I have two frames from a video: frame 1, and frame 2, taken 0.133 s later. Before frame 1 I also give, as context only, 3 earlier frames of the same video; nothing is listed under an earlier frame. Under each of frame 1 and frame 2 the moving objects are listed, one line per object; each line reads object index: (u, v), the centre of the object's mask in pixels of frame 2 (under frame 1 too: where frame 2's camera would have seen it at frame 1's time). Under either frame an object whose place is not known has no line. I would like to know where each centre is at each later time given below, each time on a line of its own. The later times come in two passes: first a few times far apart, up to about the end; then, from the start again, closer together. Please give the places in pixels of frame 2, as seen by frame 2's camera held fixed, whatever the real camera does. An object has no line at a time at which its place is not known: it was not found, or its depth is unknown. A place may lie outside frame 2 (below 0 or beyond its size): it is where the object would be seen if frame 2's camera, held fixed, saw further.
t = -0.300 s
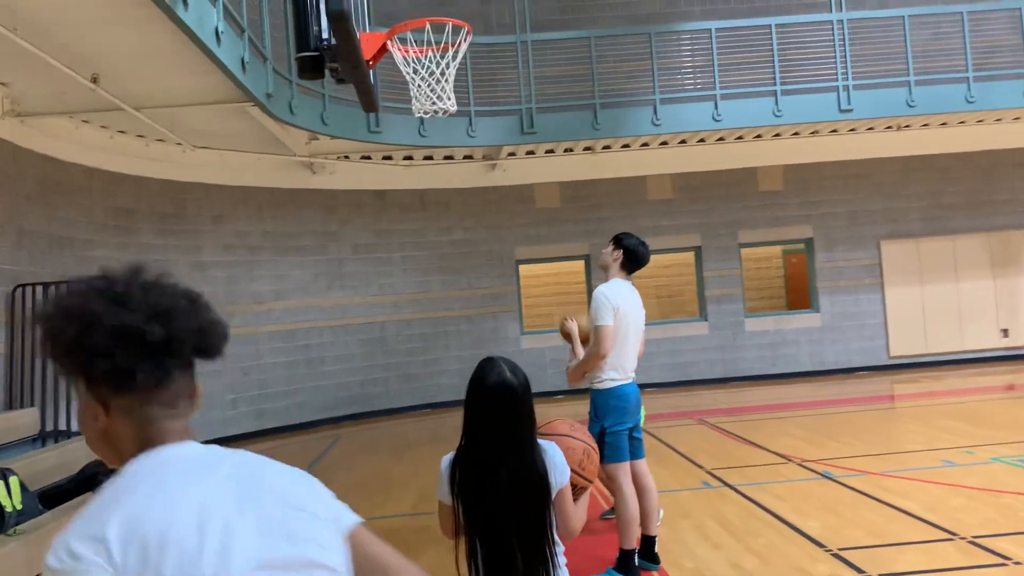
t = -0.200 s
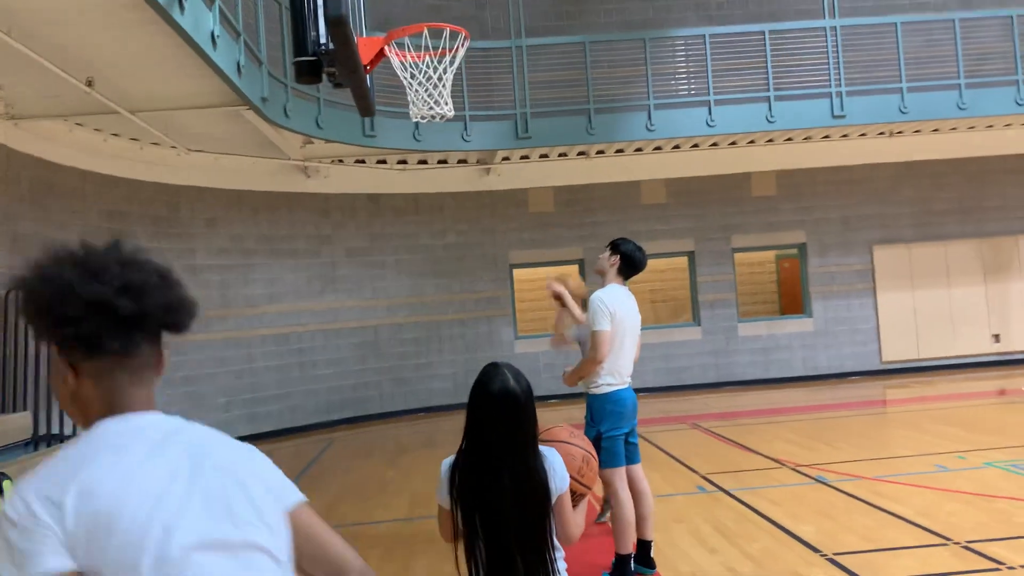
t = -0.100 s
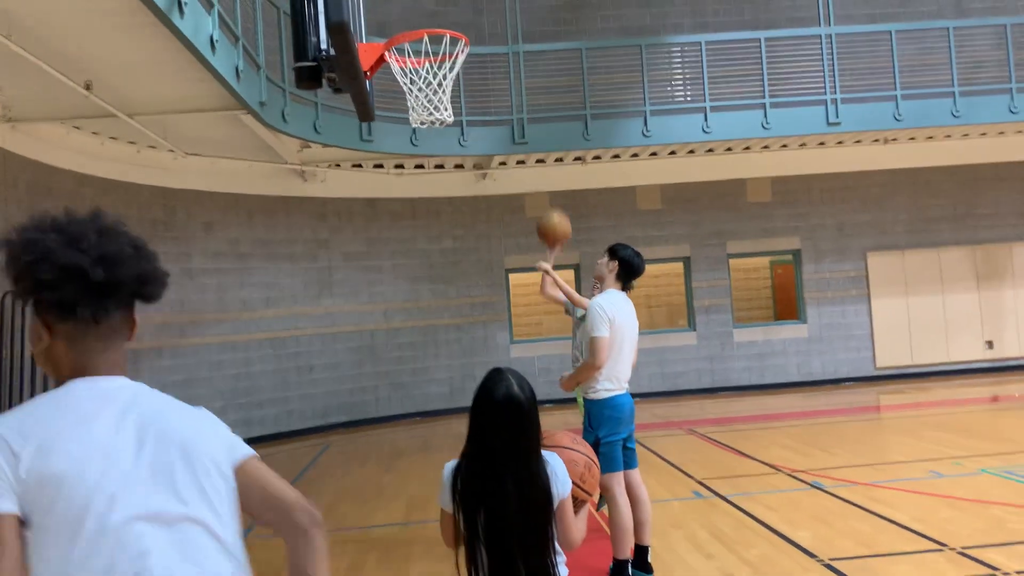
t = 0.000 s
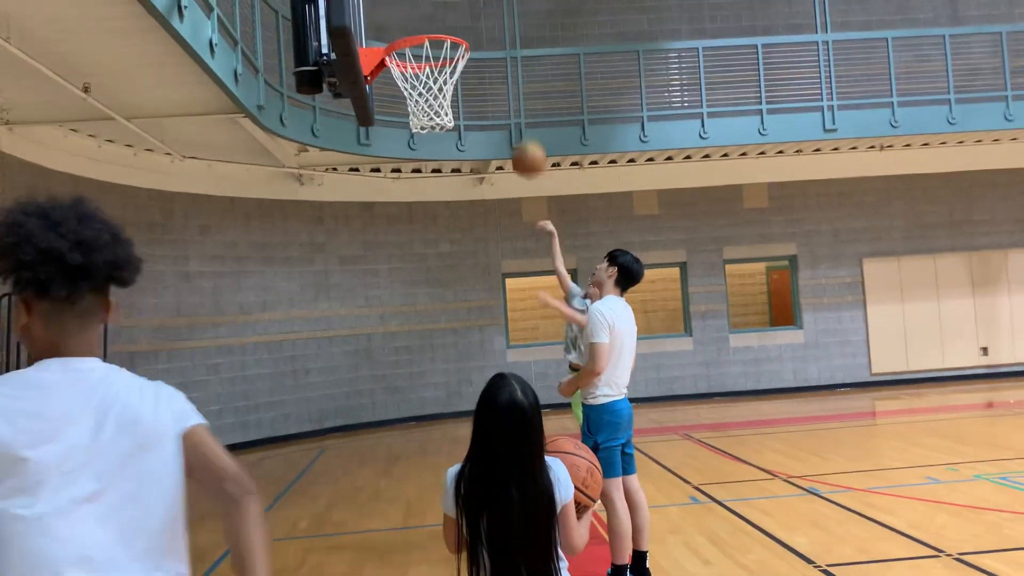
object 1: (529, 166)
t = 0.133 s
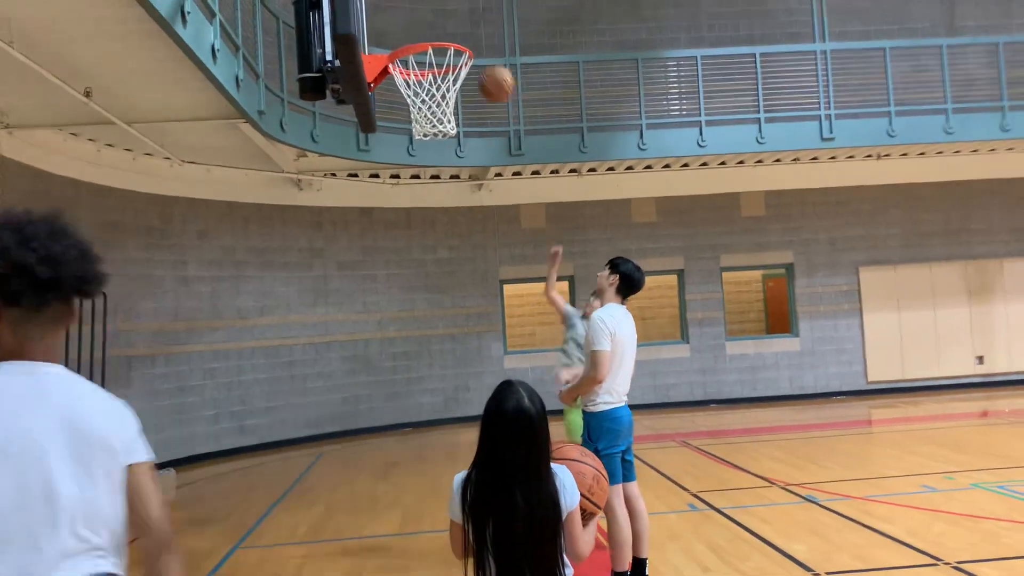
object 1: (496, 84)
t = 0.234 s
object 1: (474, 35)
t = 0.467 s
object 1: (416, -9)
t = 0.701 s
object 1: (403, 7)
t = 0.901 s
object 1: (452, 97)
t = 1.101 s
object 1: (450, 142)
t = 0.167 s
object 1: (490, 67)
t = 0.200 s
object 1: (484, 51)
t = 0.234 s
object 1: (474, 35)
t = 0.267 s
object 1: (464, 25)
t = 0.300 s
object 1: (456, 13)
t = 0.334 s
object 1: (448, 5)
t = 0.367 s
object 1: (439, -1)
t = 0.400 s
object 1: (431, -4)
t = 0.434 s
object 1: (423, -8)
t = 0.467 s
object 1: (416, -9)
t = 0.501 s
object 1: (407, -10)
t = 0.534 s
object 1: (399, -11)
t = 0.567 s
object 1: (391, -10)
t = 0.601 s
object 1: (383, -8)
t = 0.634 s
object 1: (387, -6)
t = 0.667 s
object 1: (395, -2)
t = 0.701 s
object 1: (403, 7)
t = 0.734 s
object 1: (411, 18)
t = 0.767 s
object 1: (418, 28)
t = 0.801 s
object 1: (426, 35)
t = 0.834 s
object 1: (437, 60)
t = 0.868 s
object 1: (442, 74)
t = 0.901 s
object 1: (452, 97)
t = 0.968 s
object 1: (457, 116)
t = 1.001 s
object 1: (457, 132)
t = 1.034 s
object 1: (455, 135)
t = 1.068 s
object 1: (453, 138)
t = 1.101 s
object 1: (450, 142)
